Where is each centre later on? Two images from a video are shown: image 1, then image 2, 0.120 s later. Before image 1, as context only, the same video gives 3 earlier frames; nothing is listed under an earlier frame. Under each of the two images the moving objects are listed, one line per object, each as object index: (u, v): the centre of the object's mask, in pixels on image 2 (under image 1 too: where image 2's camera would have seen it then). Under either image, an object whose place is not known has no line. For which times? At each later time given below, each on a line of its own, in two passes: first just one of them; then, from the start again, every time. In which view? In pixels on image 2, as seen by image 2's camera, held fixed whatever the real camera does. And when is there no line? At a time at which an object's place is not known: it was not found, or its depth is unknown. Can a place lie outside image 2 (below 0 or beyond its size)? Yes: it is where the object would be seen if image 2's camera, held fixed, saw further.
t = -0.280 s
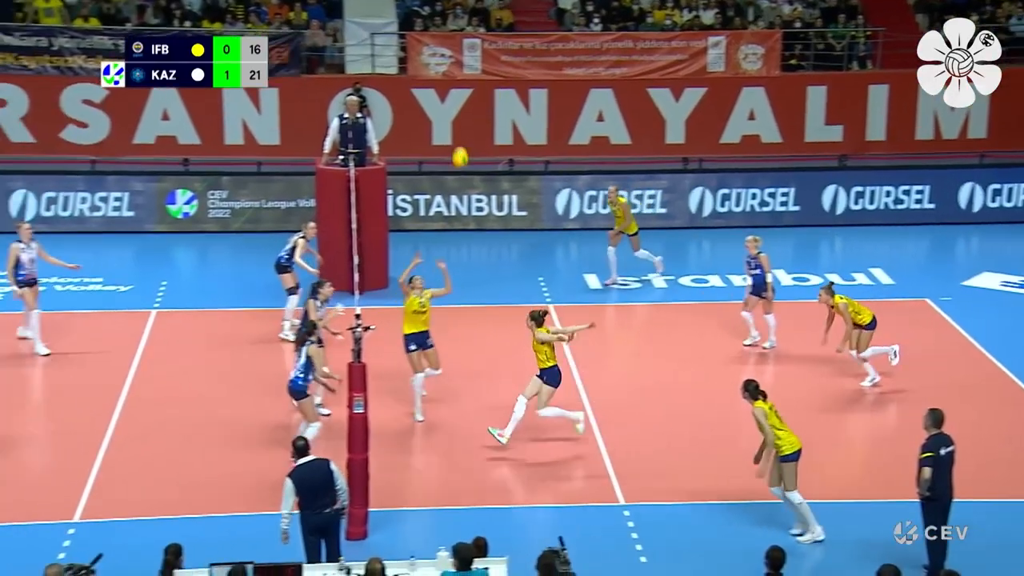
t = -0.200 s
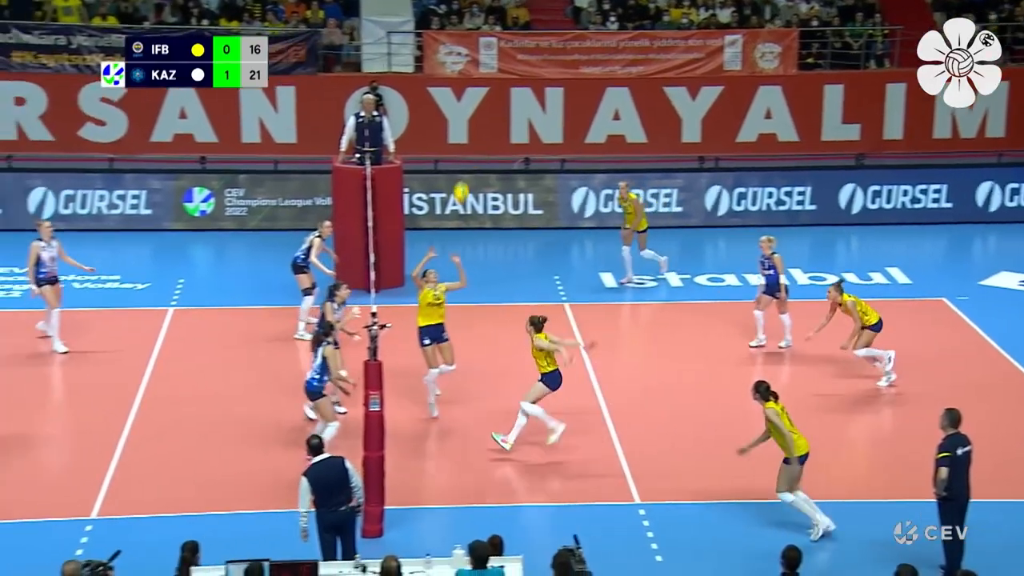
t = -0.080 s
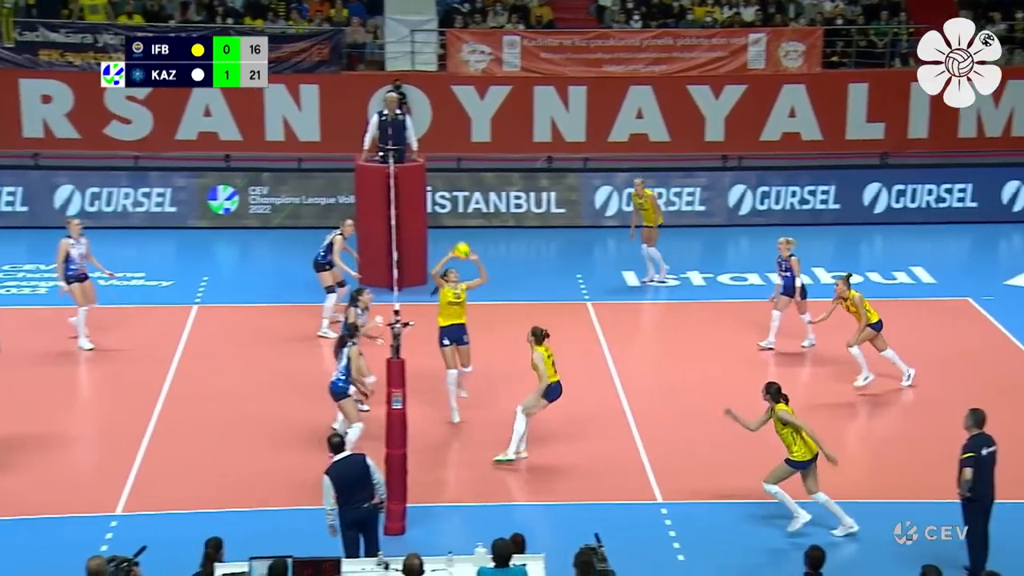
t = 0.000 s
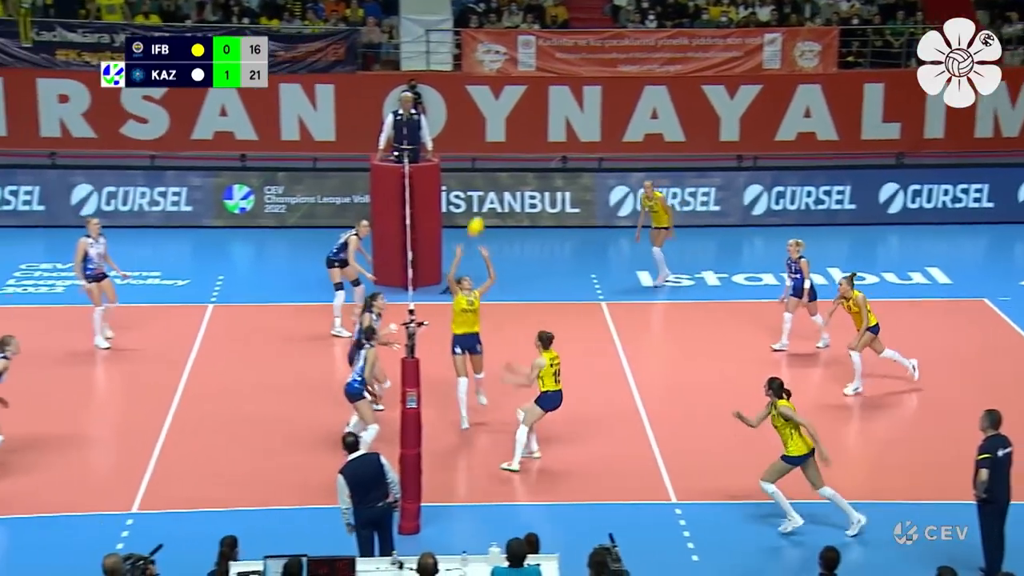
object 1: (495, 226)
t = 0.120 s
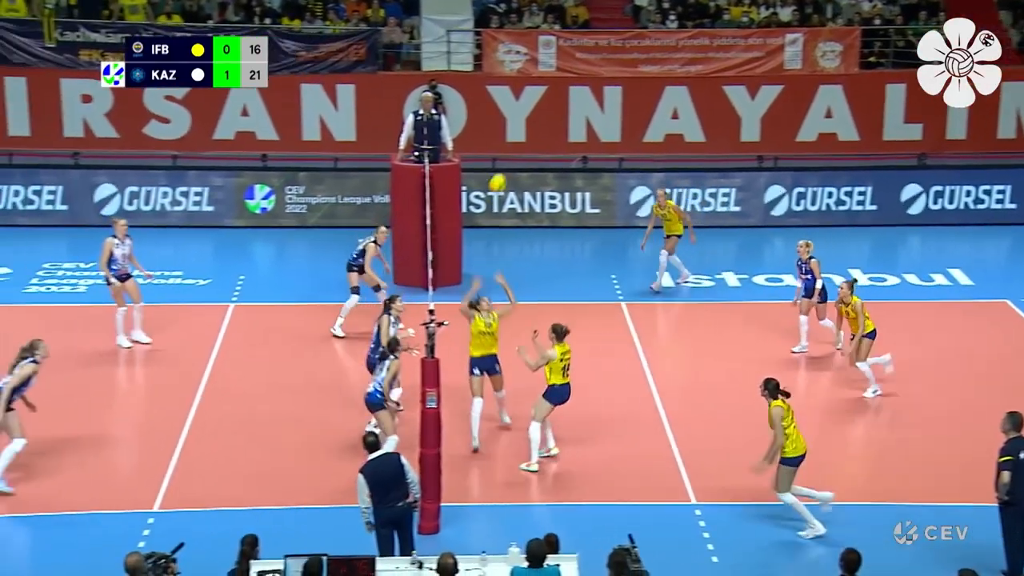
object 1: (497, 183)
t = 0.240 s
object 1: (499, 151)
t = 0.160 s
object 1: (498, 171)
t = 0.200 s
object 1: (498, 160)
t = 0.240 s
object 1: (499, 151)
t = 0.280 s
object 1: (499, 143)
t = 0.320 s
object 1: (499, 135)
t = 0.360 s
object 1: (500, 129)
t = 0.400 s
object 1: (500, 124)
